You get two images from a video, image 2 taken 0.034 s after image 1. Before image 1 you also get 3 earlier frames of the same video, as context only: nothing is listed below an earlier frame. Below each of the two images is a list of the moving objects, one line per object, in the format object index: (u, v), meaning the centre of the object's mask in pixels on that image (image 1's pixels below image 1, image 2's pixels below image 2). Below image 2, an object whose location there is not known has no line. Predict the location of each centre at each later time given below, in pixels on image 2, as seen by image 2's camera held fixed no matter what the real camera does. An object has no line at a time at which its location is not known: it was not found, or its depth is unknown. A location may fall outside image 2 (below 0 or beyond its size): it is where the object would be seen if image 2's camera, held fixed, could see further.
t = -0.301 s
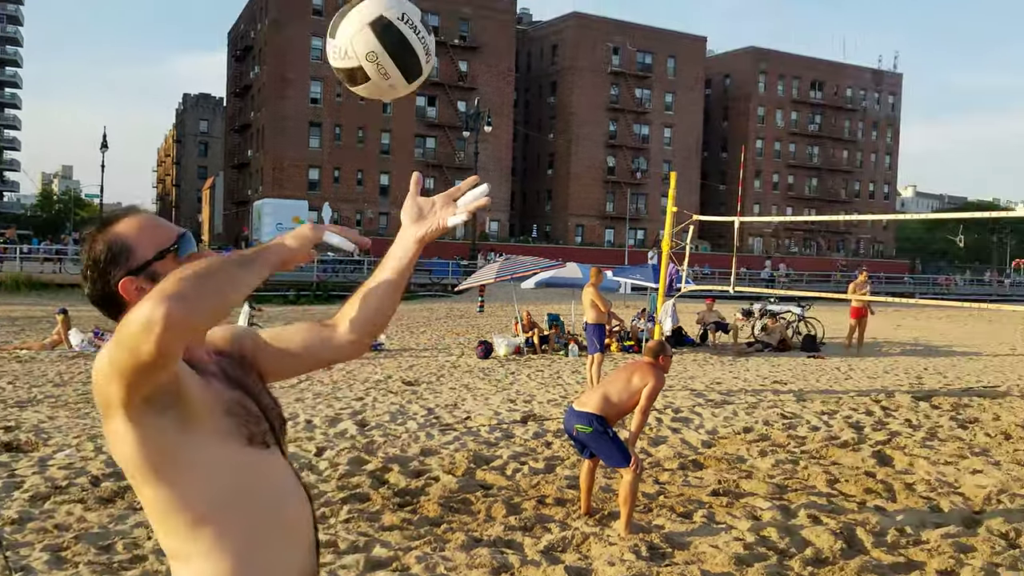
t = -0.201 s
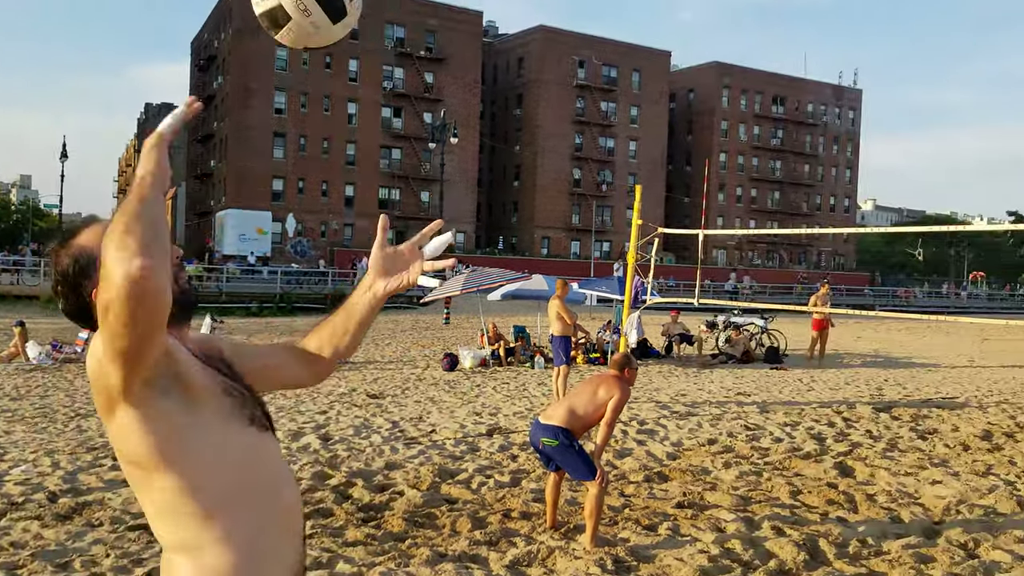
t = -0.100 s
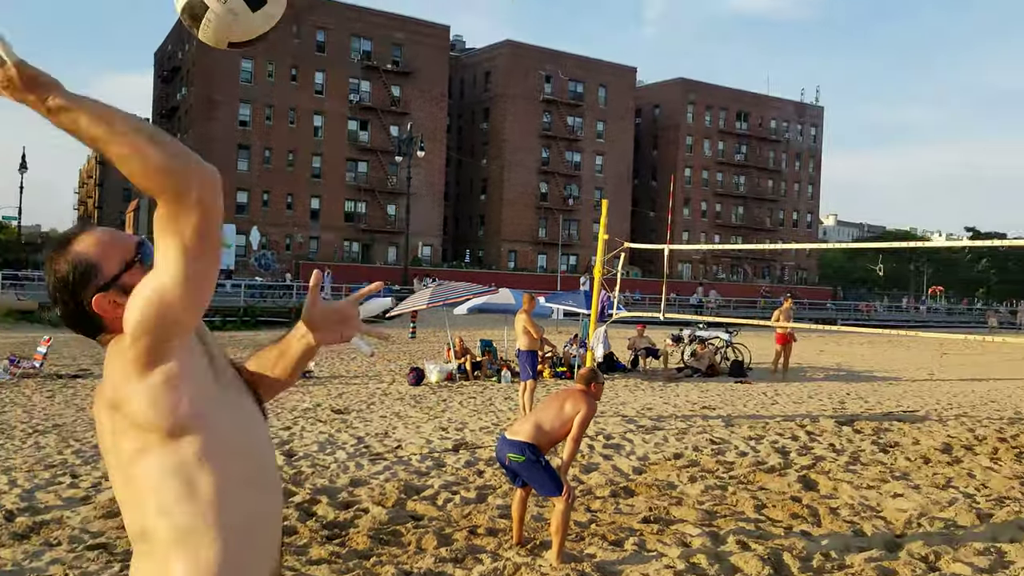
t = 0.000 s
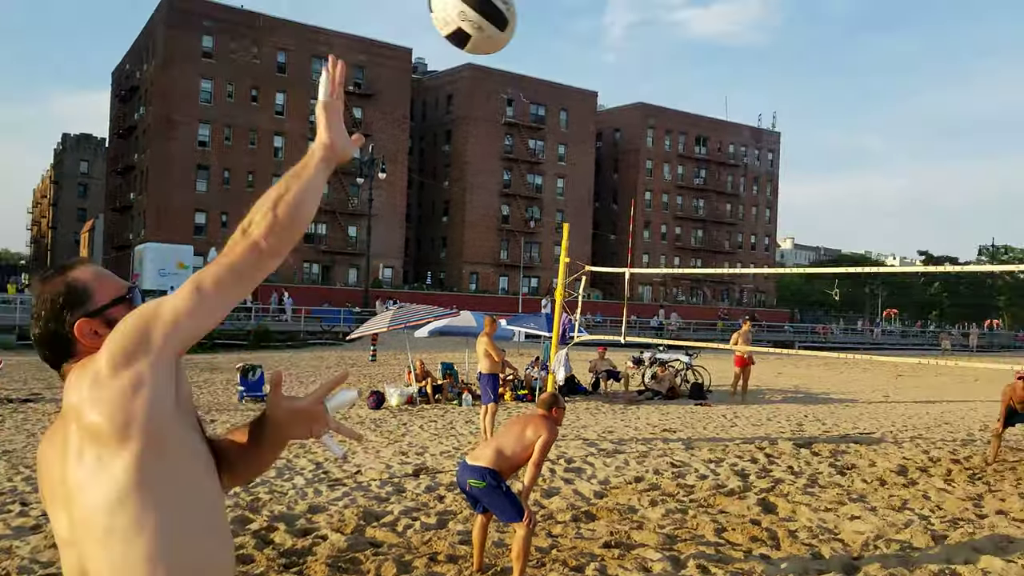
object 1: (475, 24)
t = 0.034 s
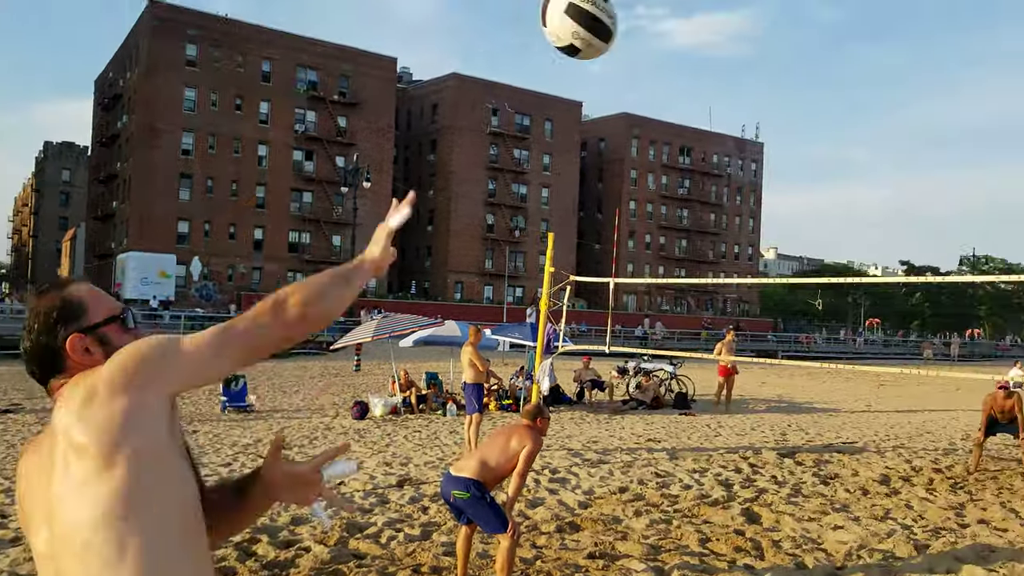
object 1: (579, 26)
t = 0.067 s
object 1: (675, 23)
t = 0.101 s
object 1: (753, 27)
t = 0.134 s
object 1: (816, 33)
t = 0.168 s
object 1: (870, 40)
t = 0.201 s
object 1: (915, 49)
